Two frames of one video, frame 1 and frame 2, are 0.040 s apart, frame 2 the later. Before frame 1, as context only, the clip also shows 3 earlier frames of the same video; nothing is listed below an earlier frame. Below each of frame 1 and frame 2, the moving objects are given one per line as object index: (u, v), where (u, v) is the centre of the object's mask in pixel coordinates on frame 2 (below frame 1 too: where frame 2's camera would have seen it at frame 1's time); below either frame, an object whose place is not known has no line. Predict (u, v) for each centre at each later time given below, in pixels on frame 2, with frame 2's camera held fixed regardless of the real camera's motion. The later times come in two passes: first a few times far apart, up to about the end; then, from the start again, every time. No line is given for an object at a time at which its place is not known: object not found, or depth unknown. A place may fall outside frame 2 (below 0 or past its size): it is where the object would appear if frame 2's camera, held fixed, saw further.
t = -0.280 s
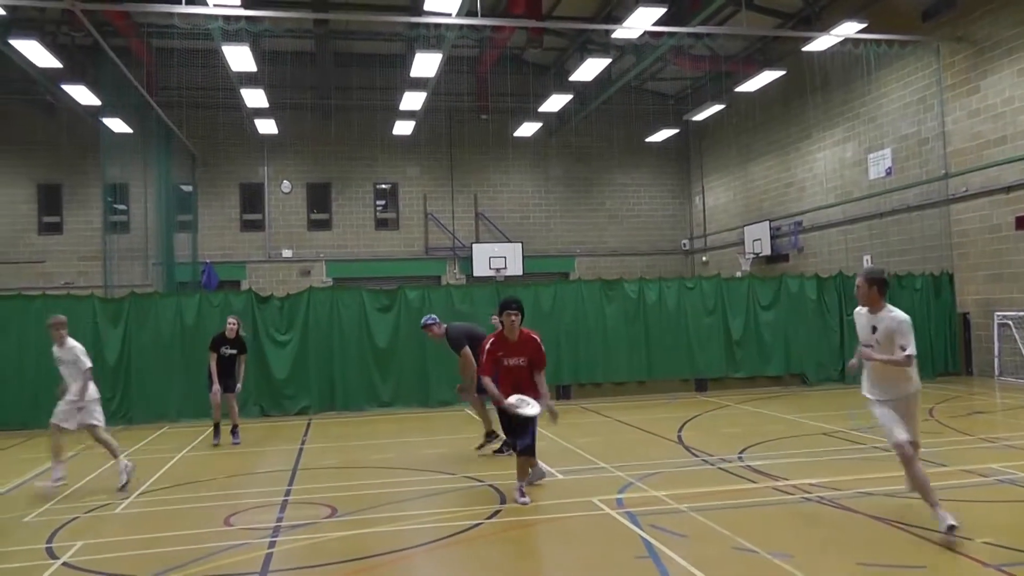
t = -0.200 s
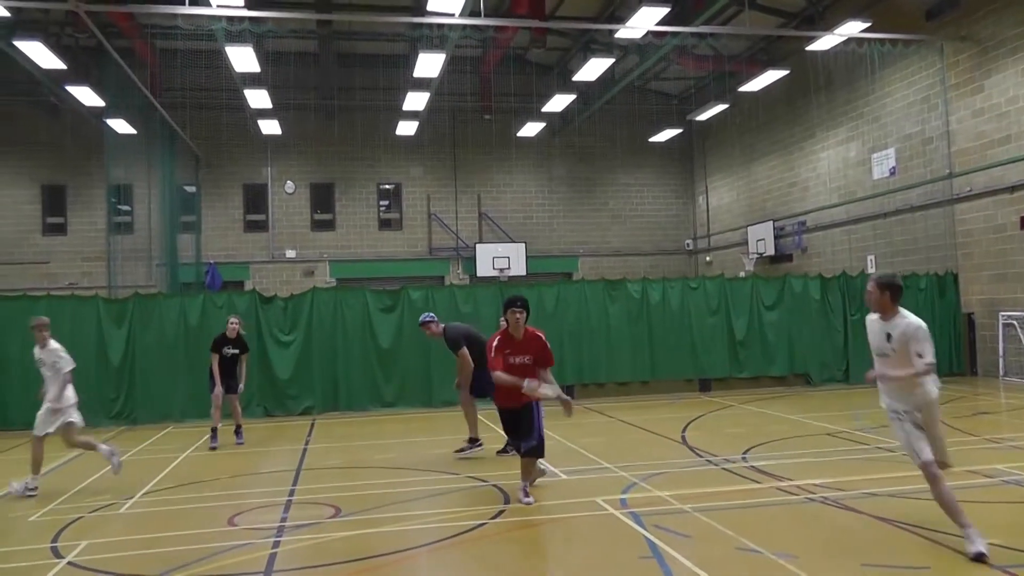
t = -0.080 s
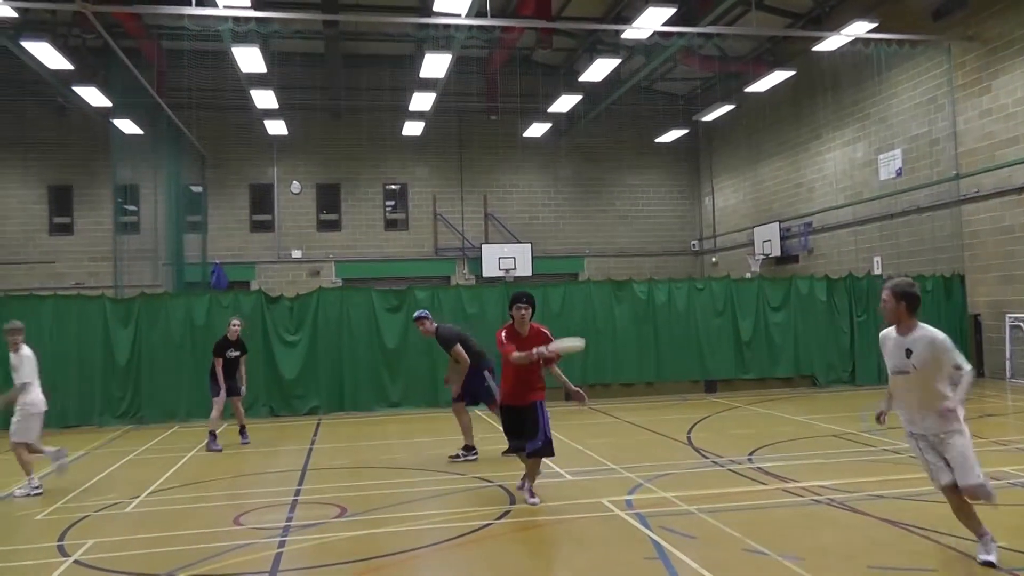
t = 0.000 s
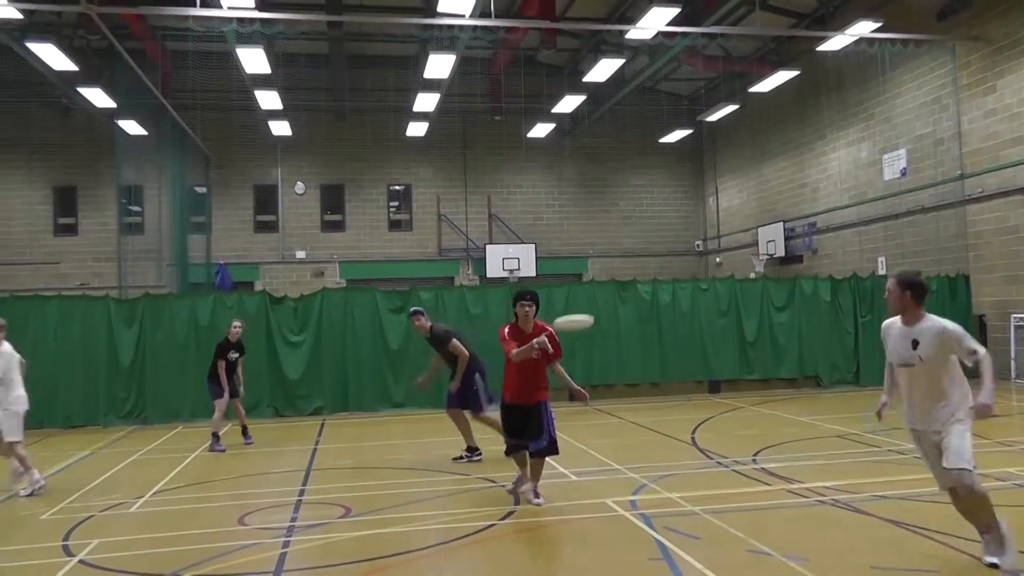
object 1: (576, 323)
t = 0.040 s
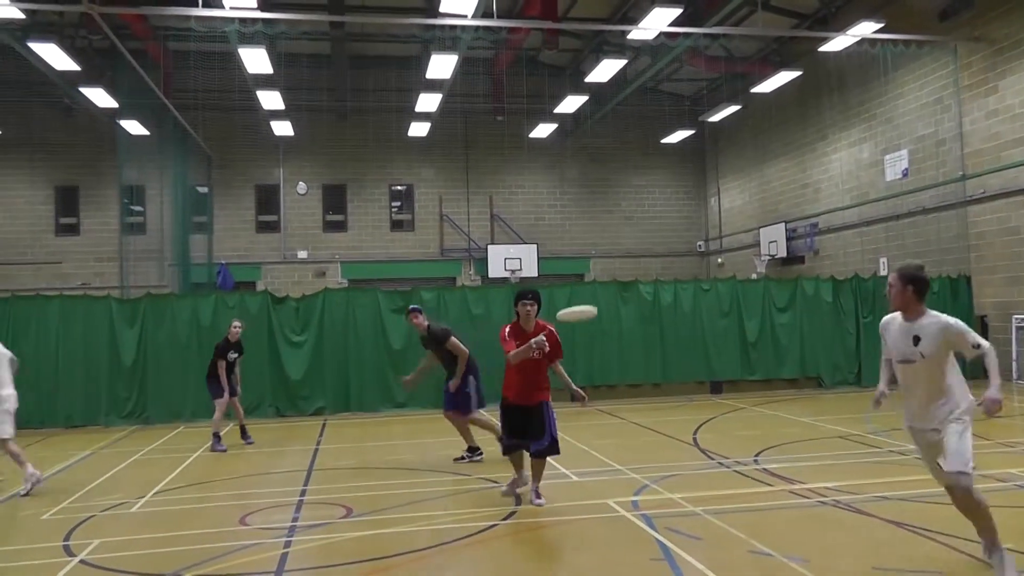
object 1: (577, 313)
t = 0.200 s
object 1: (585, 295)
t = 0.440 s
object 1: (603, 326)
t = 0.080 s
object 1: (578, 306)
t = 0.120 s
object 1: (580, 300)
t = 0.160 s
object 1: (583, 297)
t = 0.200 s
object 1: (585, 295)
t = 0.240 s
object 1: (587, 296)
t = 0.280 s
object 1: (590, 298)
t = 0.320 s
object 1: (593, 302)
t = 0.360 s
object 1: (595, 308)
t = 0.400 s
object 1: (599, 316)
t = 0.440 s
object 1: (603, 326)
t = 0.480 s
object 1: (607, 338)
